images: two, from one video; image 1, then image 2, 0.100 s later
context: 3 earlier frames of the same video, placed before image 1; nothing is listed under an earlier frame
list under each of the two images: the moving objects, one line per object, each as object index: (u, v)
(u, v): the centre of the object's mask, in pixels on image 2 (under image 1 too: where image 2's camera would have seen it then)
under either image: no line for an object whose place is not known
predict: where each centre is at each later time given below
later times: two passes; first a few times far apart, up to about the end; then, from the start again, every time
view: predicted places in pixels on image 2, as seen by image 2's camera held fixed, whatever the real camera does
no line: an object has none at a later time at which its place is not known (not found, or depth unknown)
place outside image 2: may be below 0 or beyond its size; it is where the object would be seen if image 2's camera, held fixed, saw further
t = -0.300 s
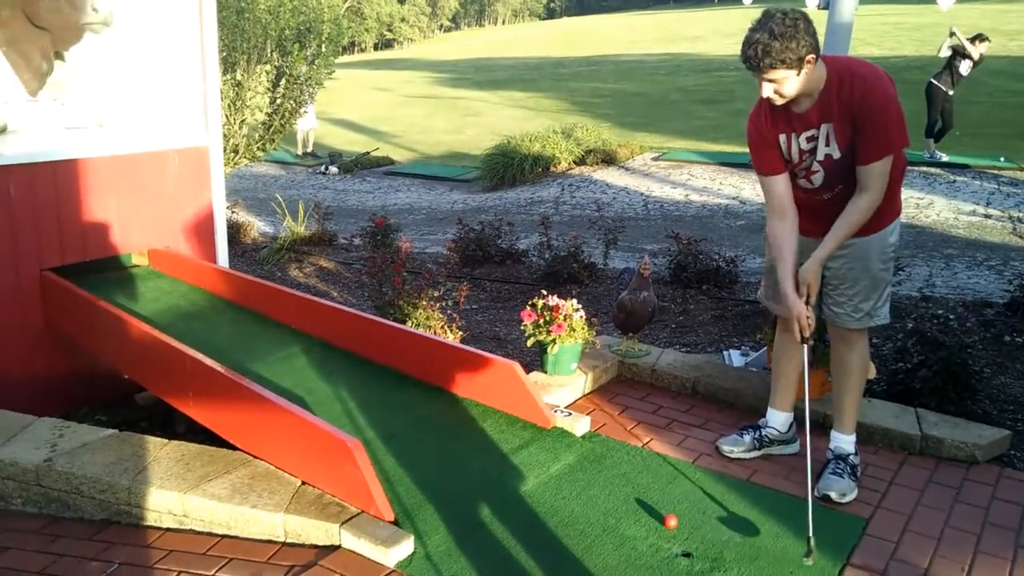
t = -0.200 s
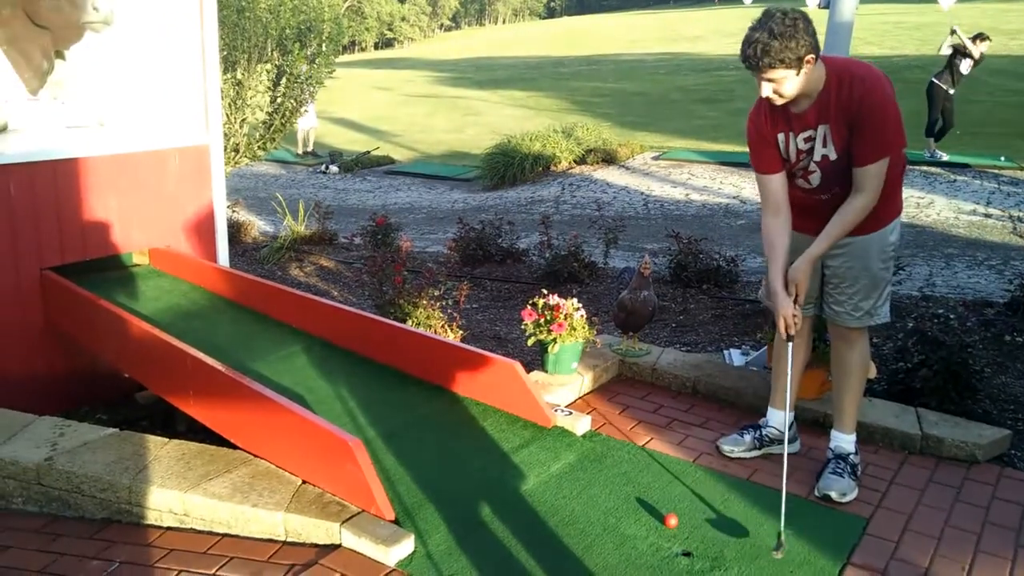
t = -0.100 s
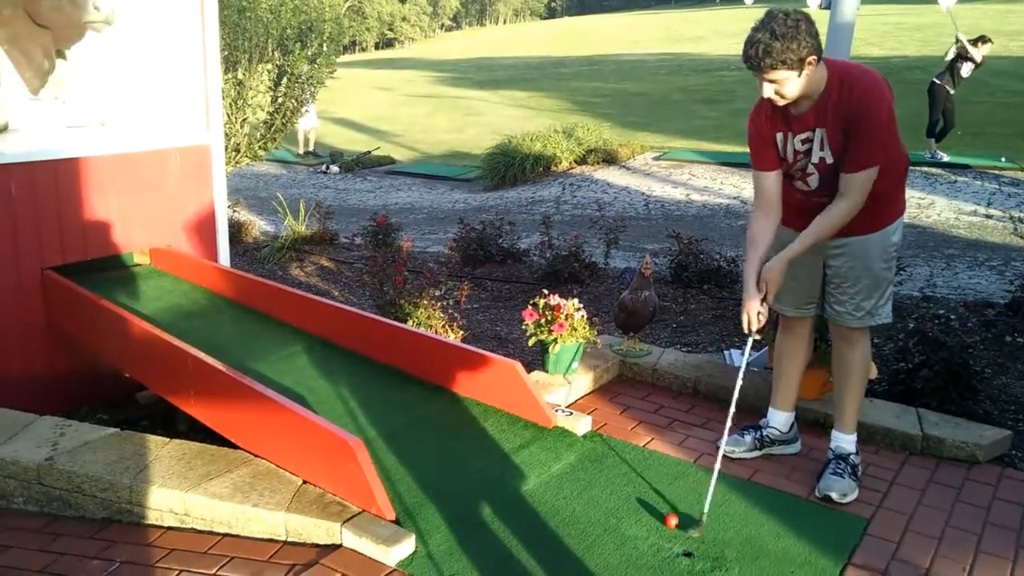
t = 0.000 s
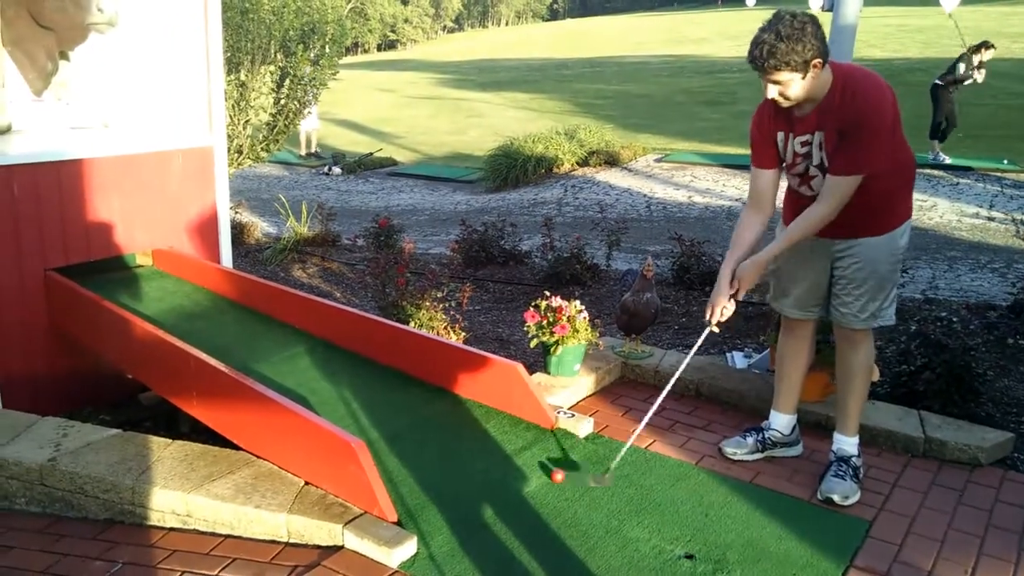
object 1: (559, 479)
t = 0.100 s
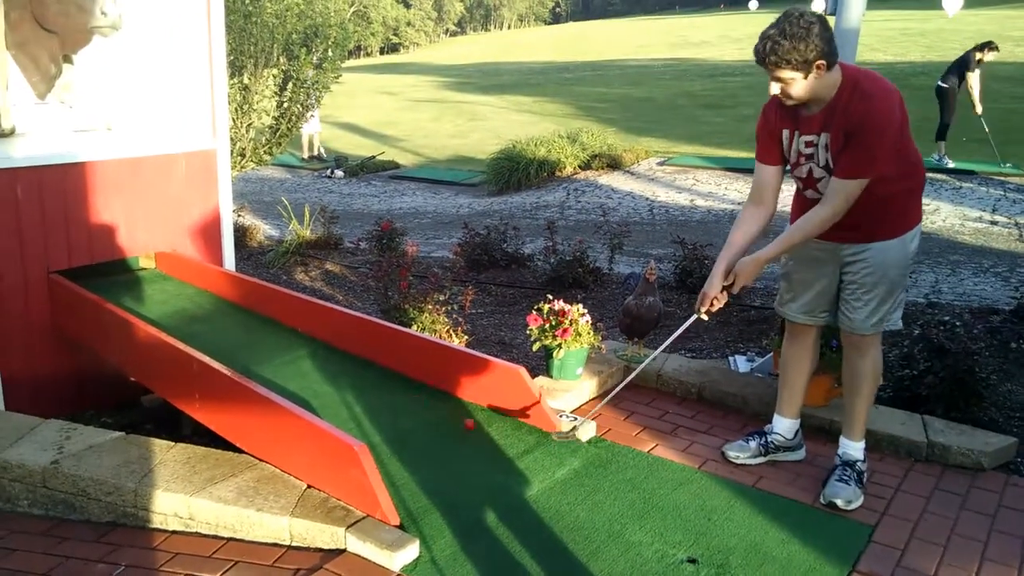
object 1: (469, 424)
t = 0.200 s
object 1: (390, 397)
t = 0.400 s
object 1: (284, 335)
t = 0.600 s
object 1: (219, 275)
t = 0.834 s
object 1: (156, 274)
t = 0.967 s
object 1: (128, 267)
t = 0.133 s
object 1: (441, 412)
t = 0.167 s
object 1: (415, 402)
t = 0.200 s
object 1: (390, 397)
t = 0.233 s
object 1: (370, 384)
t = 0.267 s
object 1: (349, 371)
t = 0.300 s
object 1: (331, 363)
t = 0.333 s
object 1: (313, 356)
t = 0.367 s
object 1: (297, 354)
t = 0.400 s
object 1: (284, 335)
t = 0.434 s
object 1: (272, 319)
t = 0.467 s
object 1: (261, 304)
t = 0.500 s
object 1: (250, 293)
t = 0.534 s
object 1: (239, 285)
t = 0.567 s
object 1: (229, 279)
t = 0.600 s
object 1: (219, 275)
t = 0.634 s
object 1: (208, 274)
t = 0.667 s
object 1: (199, 275)
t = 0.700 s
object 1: (189, 279)
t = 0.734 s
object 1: (181, 285)
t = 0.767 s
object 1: (173, 293)
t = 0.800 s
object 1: (164, 282)
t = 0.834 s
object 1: (156, 274)
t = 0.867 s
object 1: (148, 269)
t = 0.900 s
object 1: (141, 265)
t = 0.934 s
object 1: (134, 264)
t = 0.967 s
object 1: (128, 267)
